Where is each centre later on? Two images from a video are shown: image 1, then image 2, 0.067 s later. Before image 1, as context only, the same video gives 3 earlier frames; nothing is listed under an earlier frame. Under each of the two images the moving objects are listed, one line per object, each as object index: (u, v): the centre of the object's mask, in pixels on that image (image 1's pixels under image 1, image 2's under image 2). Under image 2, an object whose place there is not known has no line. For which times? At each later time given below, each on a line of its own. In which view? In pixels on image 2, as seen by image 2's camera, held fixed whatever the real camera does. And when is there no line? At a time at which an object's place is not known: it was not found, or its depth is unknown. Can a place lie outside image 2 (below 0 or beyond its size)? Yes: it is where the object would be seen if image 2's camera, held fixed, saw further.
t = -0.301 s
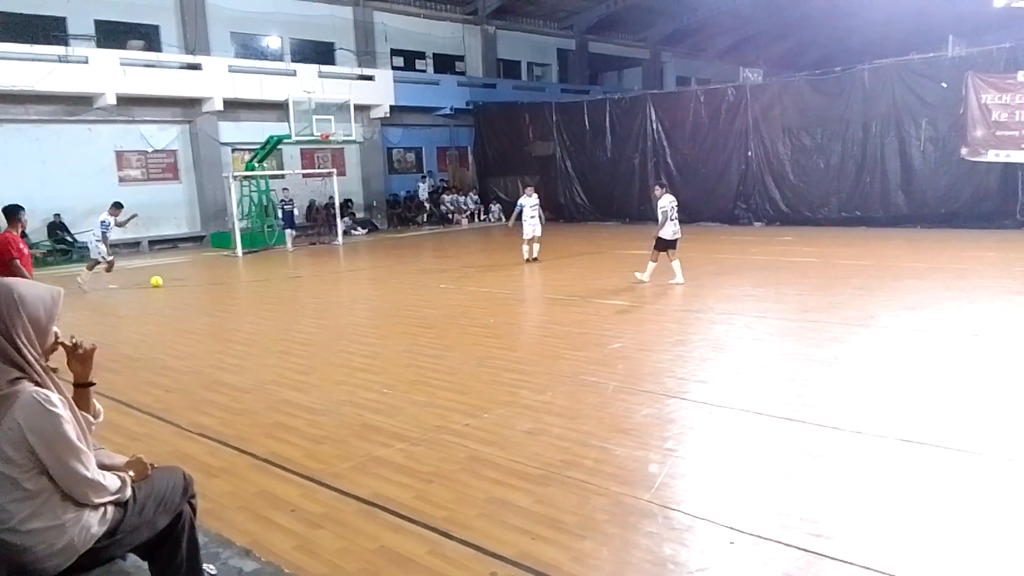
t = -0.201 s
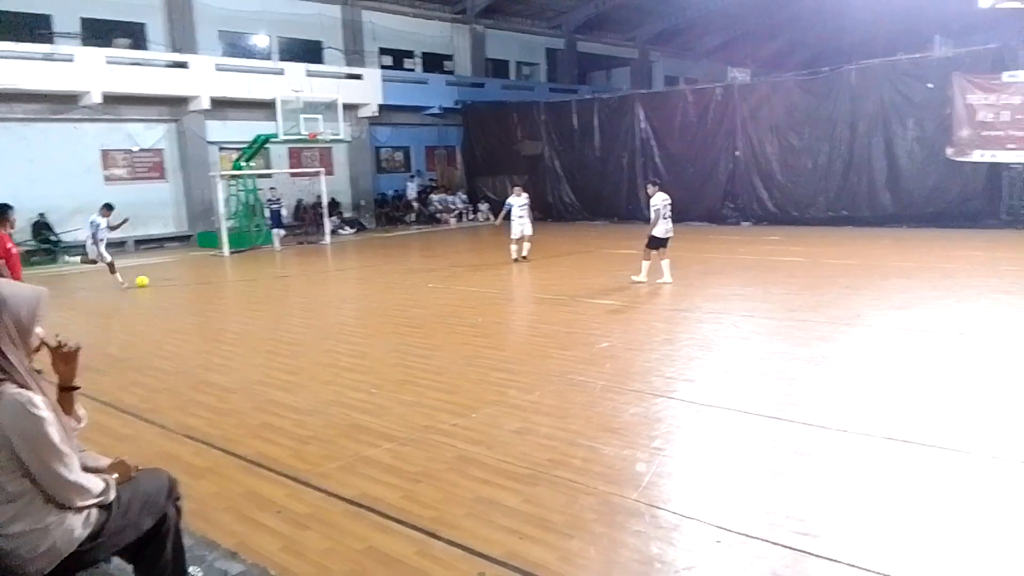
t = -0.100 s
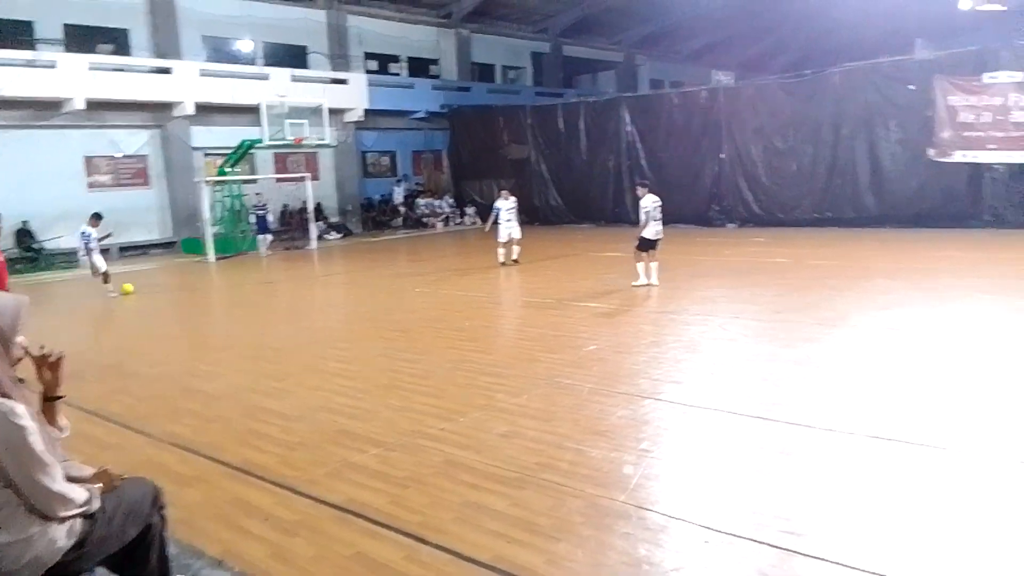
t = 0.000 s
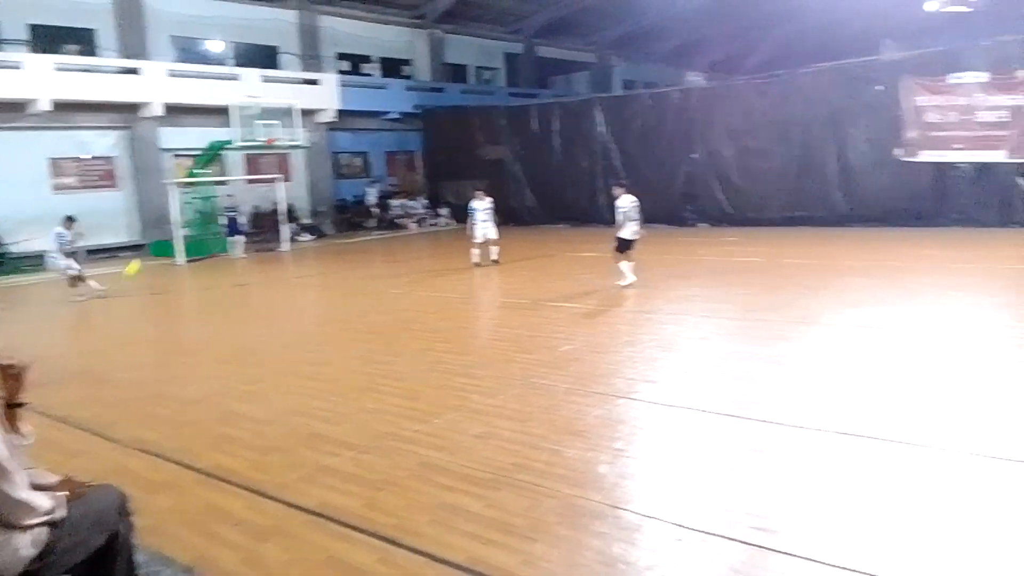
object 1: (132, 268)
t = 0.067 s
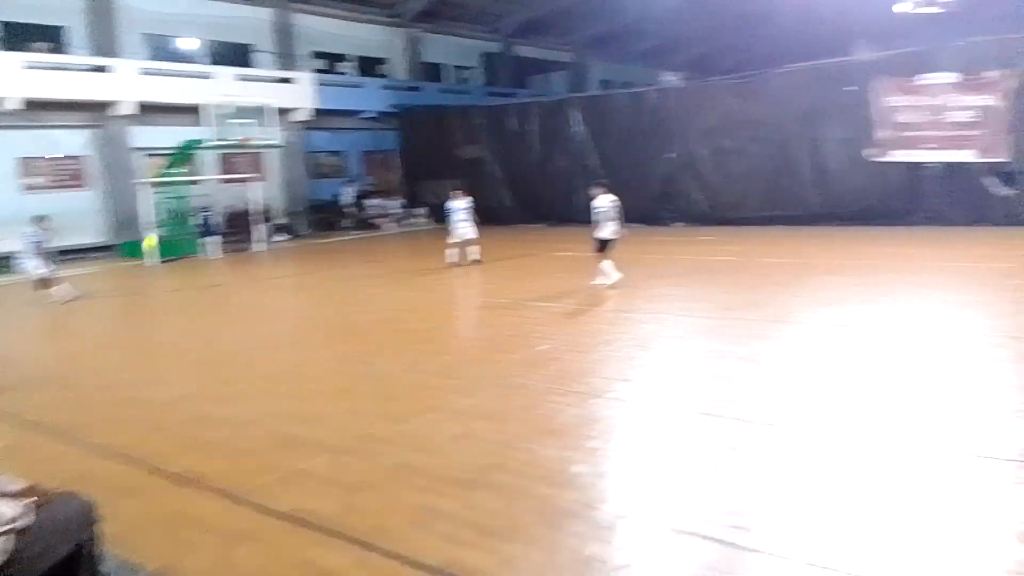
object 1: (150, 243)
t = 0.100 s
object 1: (176, 230)
